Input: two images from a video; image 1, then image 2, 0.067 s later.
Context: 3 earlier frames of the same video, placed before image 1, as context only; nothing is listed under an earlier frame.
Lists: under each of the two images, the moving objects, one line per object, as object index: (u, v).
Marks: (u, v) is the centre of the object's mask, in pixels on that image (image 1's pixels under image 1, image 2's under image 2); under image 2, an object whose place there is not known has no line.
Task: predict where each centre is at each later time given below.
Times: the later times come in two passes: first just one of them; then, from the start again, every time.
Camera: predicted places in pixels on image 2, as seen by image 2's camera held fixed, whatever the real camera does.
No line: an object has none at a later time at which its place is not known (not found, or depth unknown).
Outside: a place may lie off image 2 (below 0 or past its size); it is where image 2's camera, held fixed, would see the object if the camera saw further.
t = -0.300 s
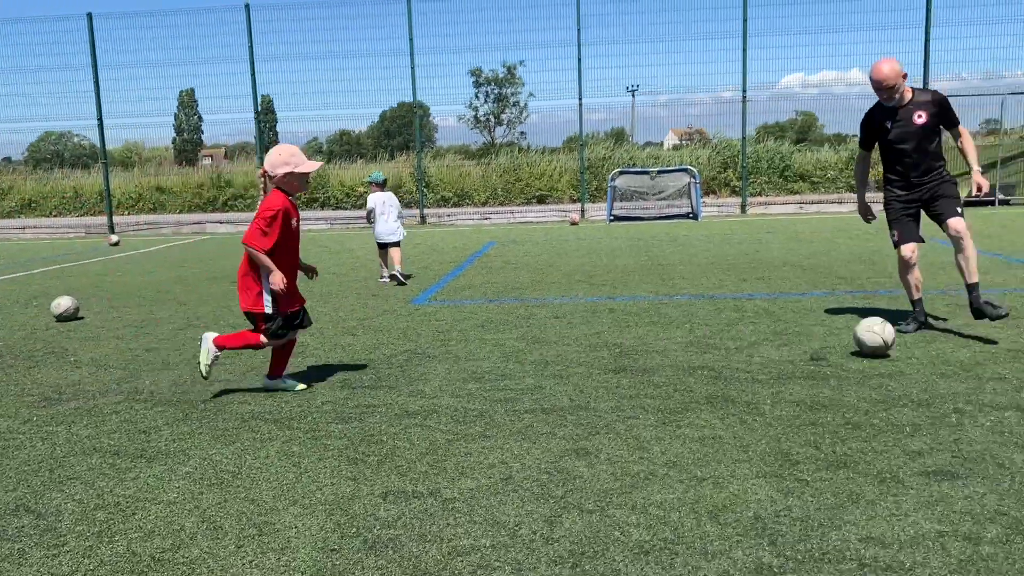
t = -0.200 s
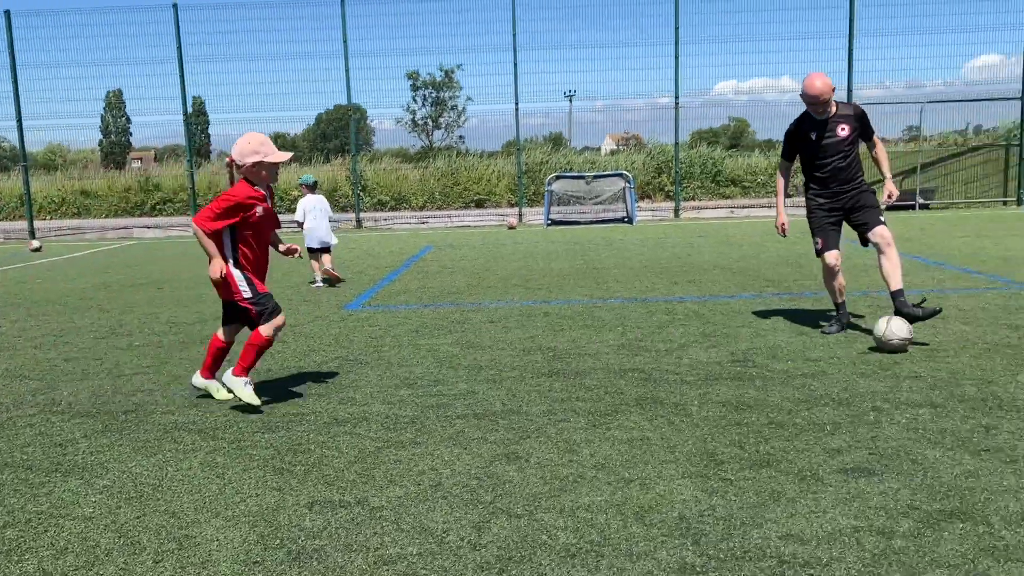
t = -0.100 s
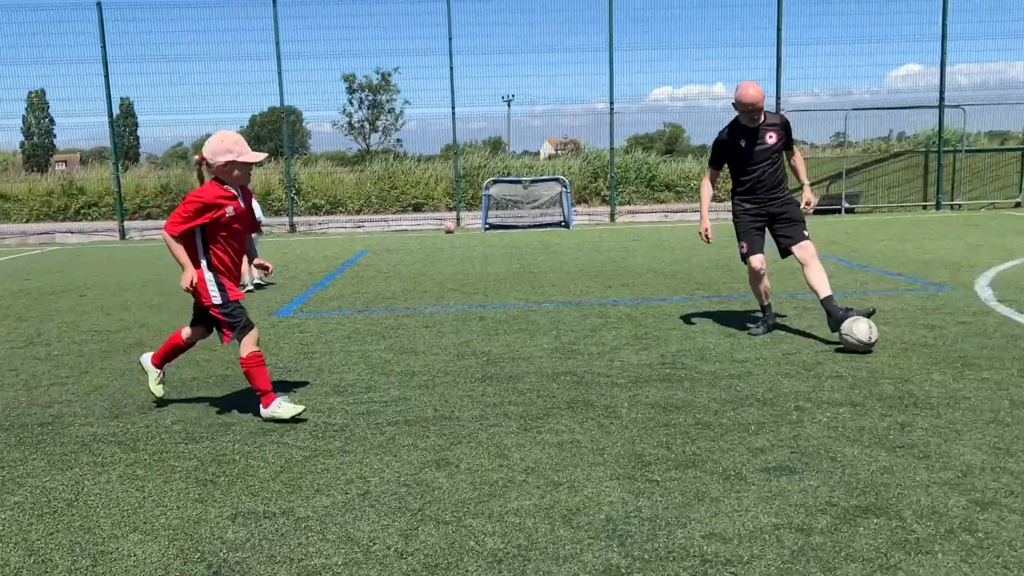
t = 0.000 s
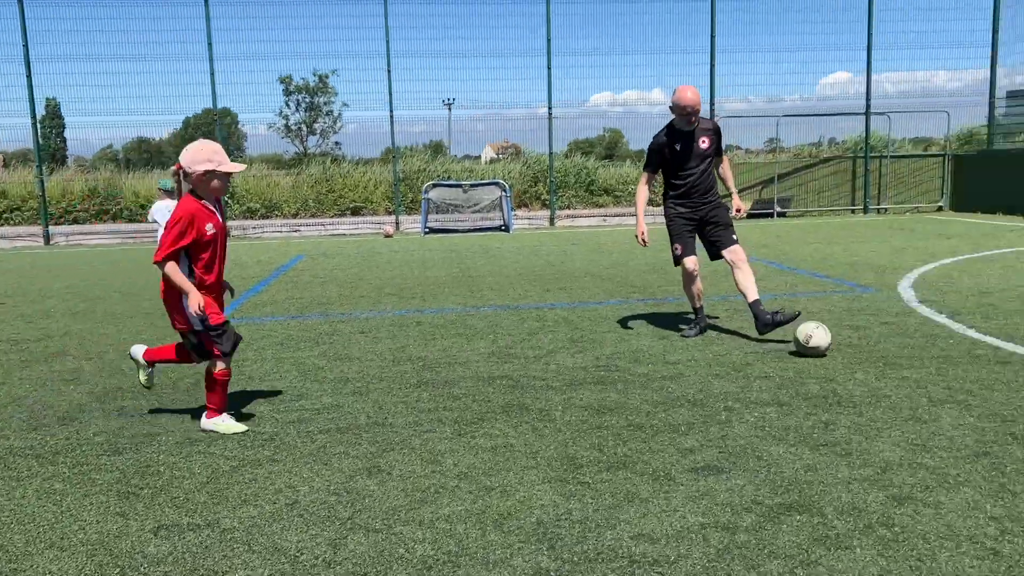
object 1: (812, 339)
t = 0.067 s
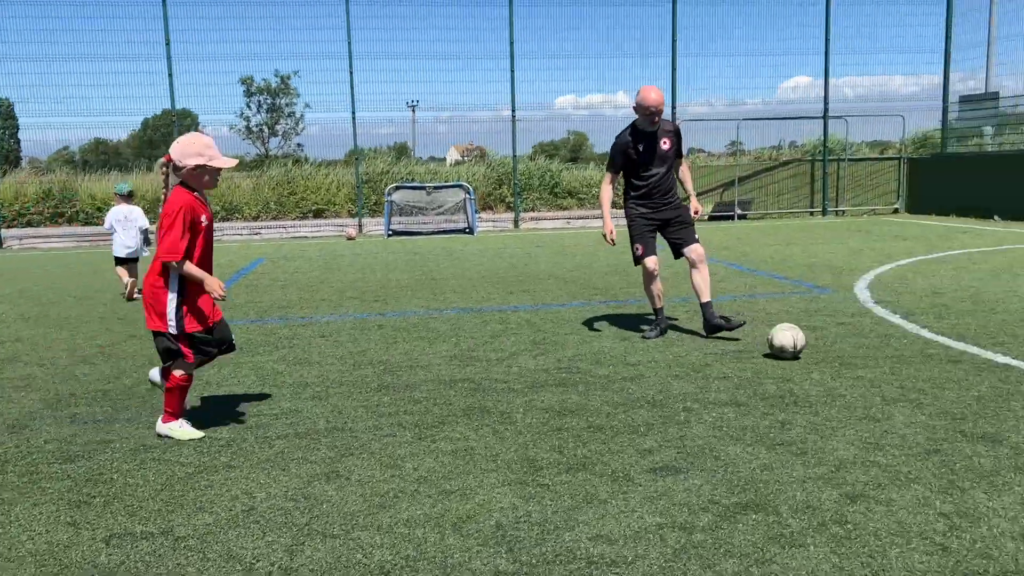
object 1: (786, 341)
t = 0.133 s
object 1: (802, 344)
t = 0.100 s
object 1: (794, 343)
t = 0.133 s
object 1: (802, 344)
